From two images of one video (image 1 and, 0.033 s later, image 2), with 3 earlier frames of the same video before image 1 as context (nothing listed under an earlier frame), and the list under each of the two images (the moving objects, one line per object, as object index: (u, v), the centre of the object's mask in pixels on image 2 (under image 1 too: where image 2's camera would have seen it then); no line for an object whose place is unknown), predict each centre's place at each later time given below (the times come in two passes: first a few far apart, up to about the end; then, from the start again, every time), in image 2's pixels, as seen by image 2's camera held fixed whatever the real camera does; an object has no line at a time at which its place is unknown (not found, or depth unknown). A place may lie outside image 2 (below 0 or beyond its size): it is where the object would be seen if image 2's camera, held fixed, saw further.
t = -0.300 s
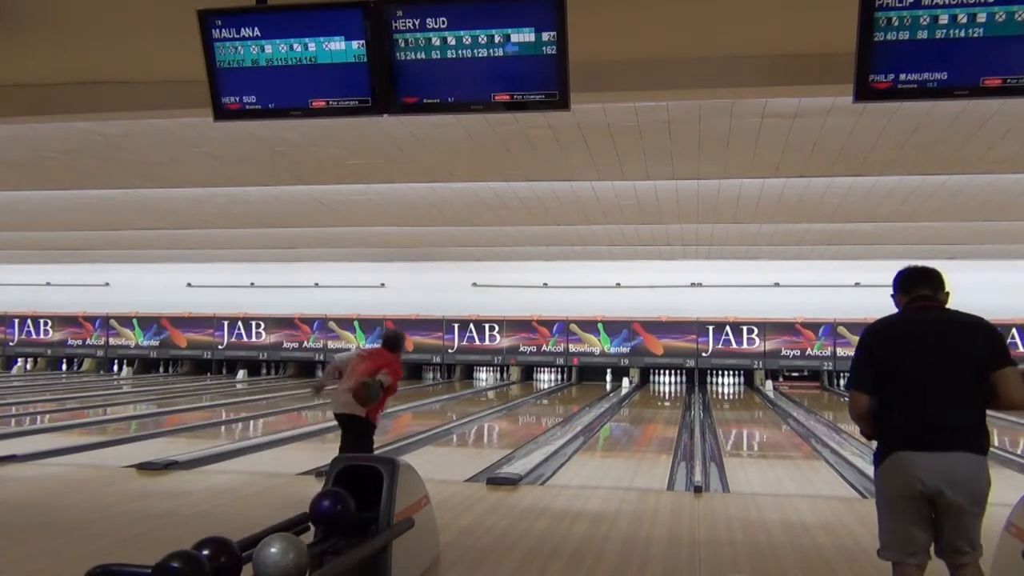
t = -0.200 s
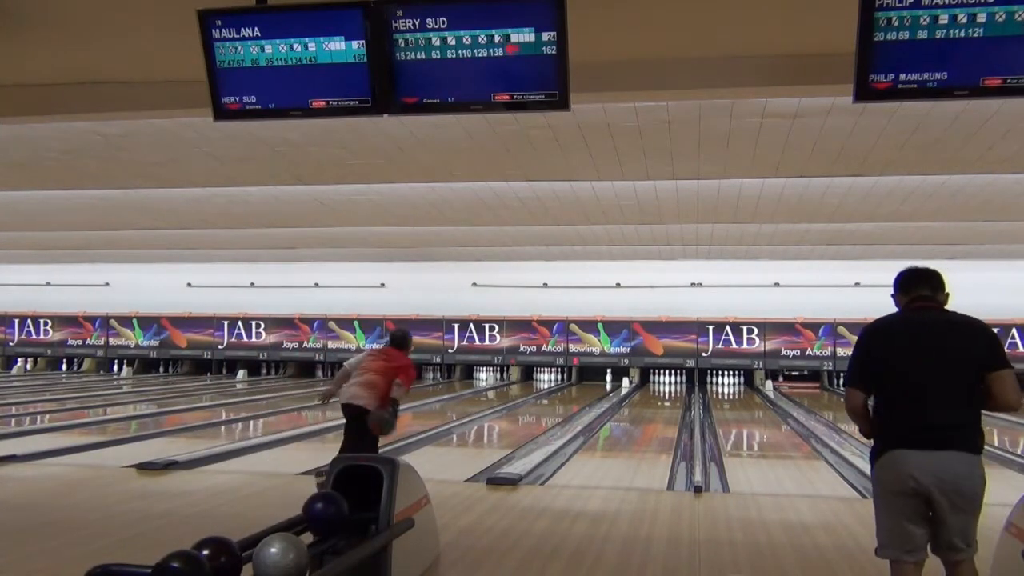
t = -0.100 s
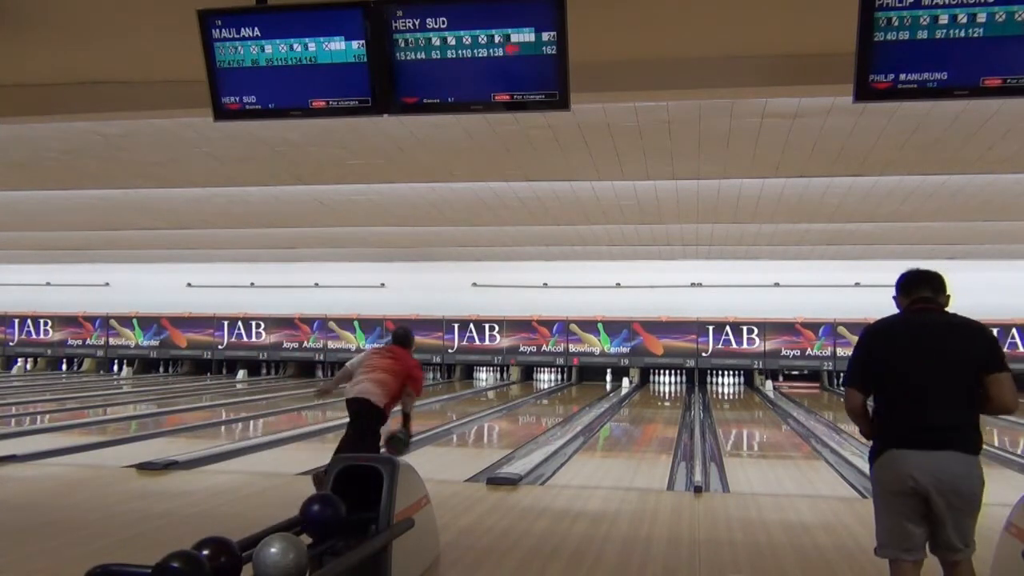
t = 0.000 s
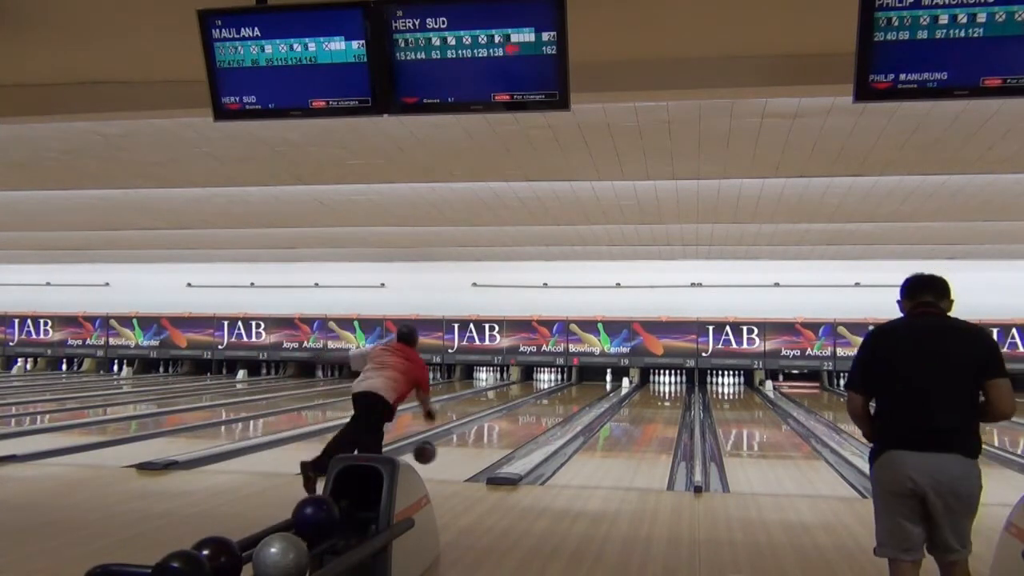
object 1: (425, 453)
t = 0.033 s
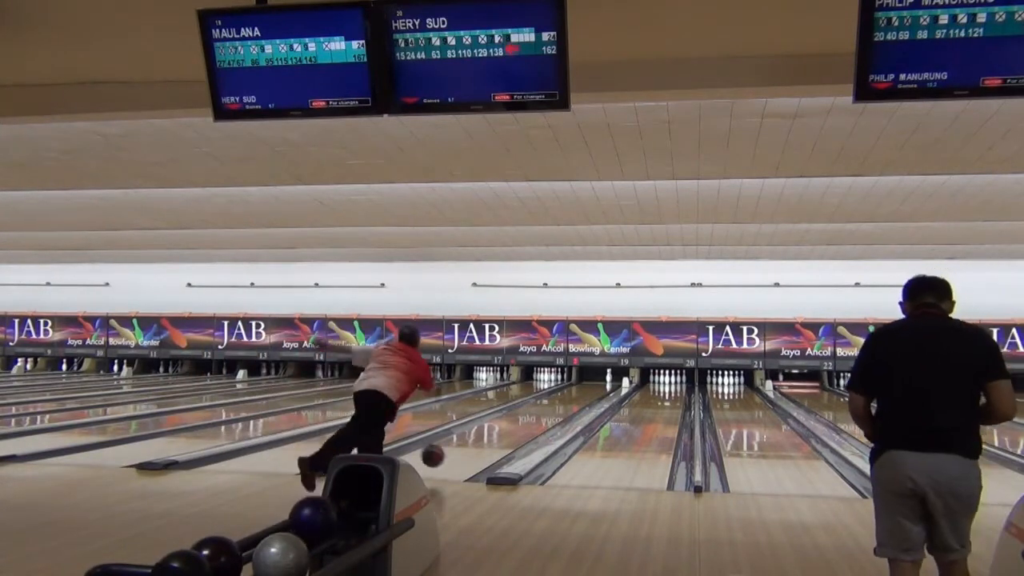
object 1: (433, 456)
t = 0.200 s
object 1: (461, 452)
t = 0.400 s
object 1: (489, 439)
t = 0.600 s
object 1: (511, 428)
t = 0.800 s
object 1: (529, 420)
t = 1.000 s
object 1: (544, 412)
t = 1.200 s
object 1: (555, 407)
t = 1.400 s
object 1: (565, 402)
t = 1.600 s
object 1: (573, 398)
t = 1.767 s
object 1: (579, 396)
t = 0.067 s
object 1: (436, 457)
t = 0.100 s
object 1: (440, 459)
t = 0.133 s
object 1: (448, 457)
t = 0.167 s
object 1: (455, 454)
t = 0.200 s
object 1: (461, 452)
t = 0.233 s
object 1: (467, 449)
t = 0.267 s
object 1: (470, 448)
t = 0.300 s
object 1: (473, 447)
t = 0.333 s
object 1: (479, 444)
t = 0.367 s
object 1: (484, 441)
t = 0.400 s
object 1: (489, 439)
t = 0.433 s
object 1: (494, 437)
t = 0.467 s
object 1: (496, 435)
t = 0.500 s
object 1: (499, 434)
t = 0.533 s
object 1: (503, 432)
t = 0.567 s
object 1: (507, 430)
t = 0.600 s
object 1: (511, 428)
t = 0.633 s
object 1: (515, 426)
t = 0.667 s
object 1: (517, 425)
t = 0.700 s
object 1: (519, 425)
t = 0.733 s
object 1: (522, 423)
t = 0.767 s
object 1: (526, 421)
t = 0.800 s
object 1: (529, 420)
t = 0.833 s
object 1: (532, 418)
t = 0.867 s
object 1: (533, 418)
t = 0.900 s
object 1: (535, 417)
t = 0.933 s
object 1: (538, 416)
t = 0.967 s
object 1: (541, 414)
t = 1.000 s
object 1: (544, 412)
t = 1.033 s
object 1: (546, 412)
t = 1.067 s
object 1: (547, 411)
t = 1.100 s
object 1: (548, 411)
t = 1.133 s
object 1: (551, 409)
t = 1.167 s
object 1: (553, 408)
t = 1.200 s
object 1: (555, 407)
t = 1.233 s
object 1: (557, 407)
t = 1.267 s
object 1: (558, 406)
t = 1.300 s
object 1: (558, 406)
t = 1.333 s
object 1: (561, 404)
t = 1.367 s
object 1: (563, 403)
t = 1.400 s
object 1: (565, 402)
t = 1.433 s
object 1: (567, 401)
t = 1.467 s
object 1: (568, 401)
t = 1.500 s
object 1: (569, 400)
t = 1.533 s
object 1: (570, 400)
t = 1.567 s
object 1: (572, 399)
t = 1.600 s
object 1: (573, 398)
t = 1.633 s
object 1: (574, 397)
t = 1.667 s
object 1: (576, 397)
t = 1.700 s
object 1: (577, 396)
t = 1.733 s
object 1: (579, 396)
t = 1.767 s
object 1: (579, 396)
